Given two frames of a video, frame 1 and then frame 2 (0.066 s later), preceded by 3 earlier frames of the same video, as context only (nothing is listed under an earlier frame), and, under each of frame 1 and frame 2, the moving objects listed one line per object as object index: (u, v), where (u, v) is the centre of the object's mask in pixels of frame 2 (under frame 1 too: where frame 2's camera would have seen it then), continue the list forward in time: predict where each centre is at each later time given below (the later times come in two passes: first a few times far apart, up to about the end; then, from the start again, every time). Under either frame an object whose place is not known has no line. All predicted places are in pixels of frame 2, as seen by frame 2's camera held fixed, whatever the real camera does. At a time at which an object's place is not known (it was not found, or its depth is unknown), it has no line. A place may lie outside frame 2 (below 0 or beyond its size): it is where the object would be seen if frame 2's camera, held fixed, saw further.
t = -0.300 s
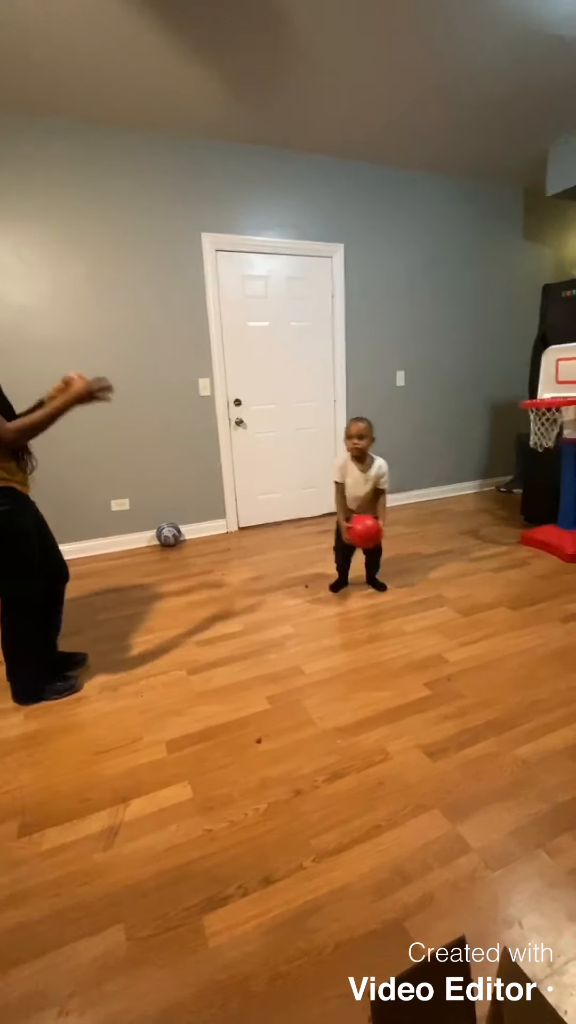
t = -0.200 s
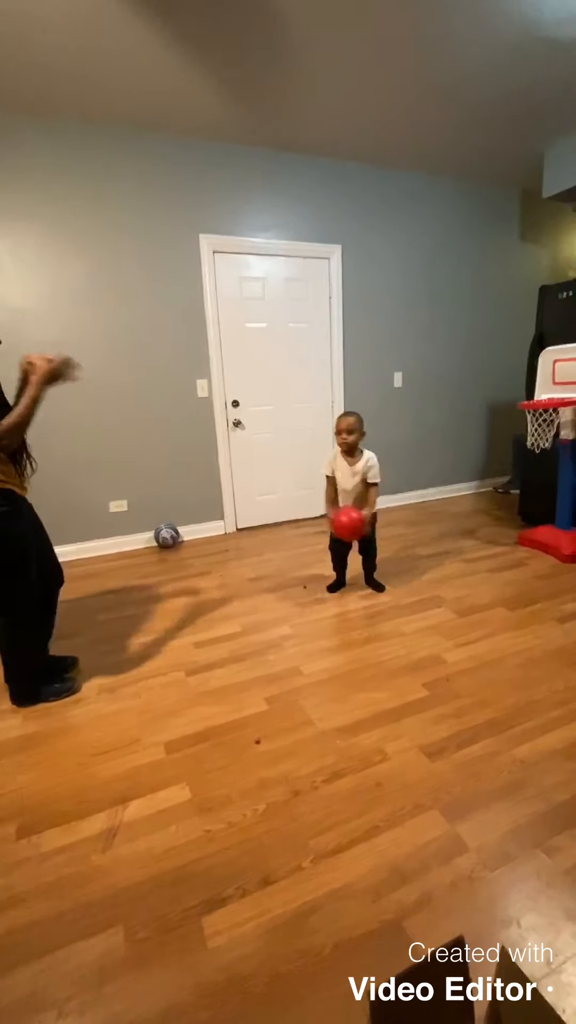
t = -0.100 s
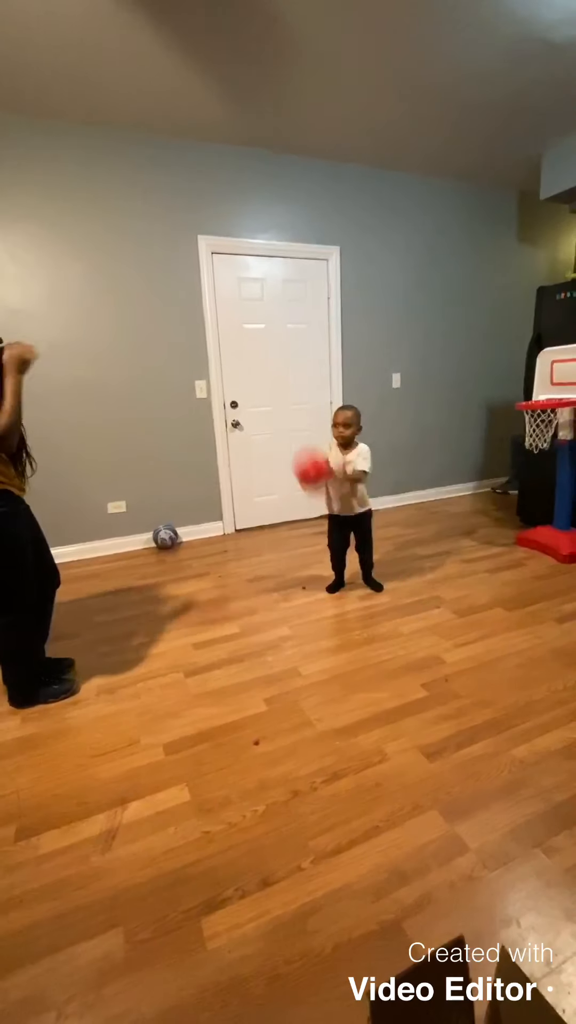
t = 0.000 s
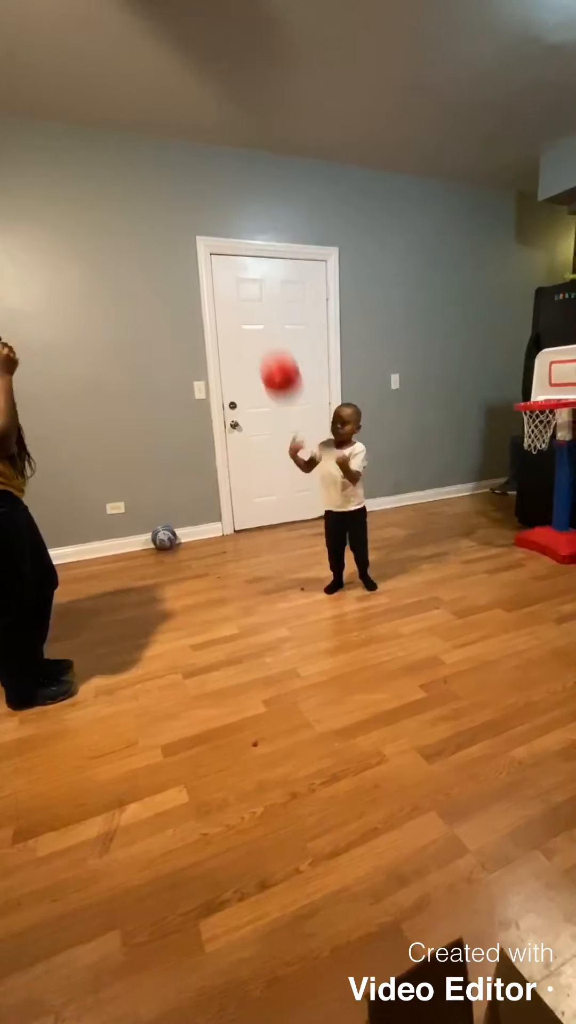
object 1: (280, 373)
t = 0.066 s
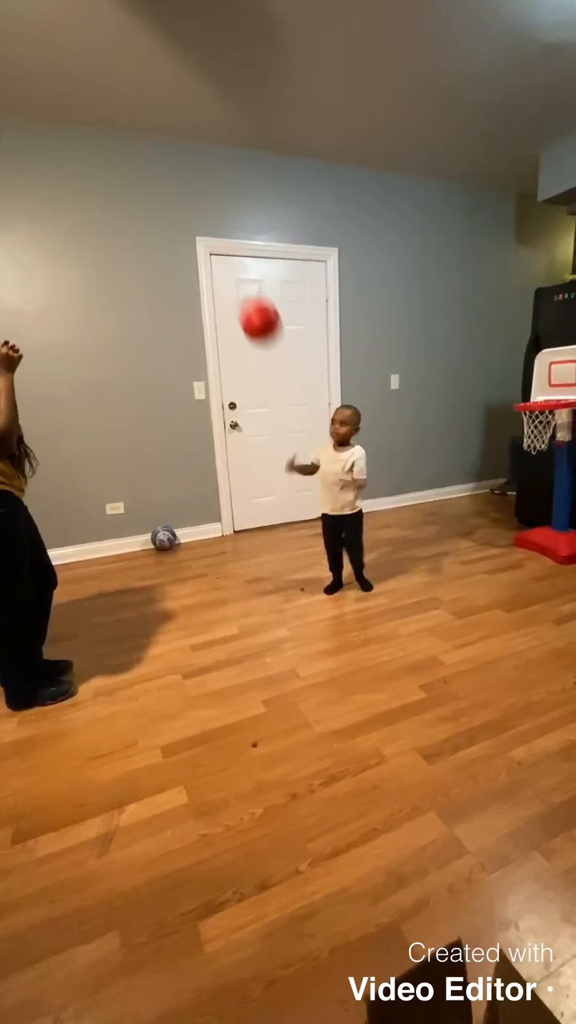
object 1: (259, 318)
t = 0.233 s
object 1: (210, 225)
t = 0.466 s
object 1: (152, 215)
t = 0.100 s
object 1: (249, 295)
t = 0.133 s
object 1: (239, 274)
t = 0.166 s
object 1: (229, 254)
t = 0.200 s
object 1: (220, 238)
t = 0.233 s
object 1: (210, 225)
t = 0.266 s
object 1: (201, 216)
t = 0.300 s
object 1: (192, 209)
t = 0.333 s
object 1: (184, 205)
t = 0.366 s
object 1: (175, 203)
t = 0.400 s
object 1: (167, 205)
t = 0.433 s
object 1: (159, 209)
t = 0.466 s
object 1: (152, 215)
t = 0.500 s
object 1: (145, 224)
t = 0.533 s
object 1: (139, 236)
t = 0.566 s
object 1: (132, 250)
